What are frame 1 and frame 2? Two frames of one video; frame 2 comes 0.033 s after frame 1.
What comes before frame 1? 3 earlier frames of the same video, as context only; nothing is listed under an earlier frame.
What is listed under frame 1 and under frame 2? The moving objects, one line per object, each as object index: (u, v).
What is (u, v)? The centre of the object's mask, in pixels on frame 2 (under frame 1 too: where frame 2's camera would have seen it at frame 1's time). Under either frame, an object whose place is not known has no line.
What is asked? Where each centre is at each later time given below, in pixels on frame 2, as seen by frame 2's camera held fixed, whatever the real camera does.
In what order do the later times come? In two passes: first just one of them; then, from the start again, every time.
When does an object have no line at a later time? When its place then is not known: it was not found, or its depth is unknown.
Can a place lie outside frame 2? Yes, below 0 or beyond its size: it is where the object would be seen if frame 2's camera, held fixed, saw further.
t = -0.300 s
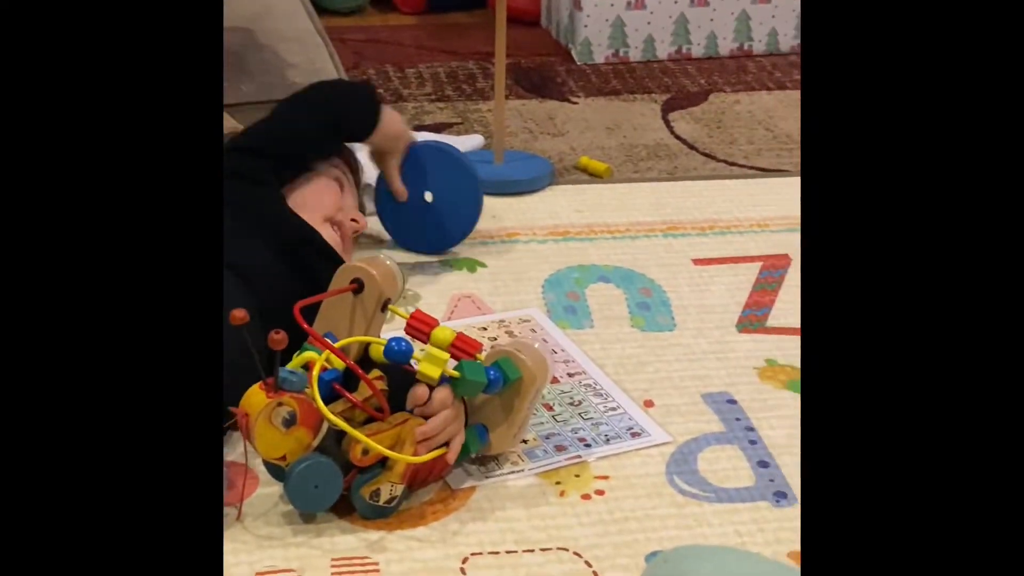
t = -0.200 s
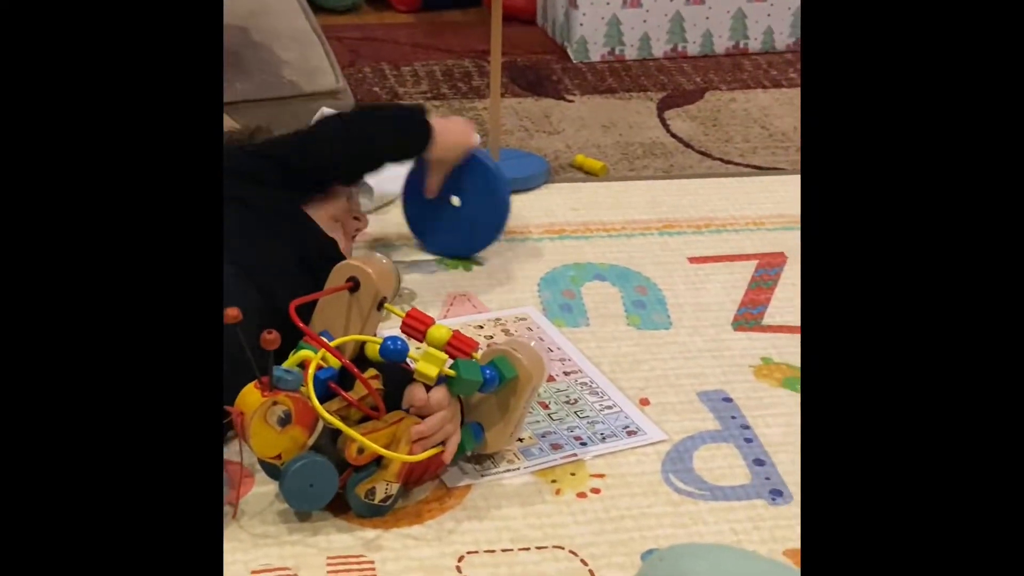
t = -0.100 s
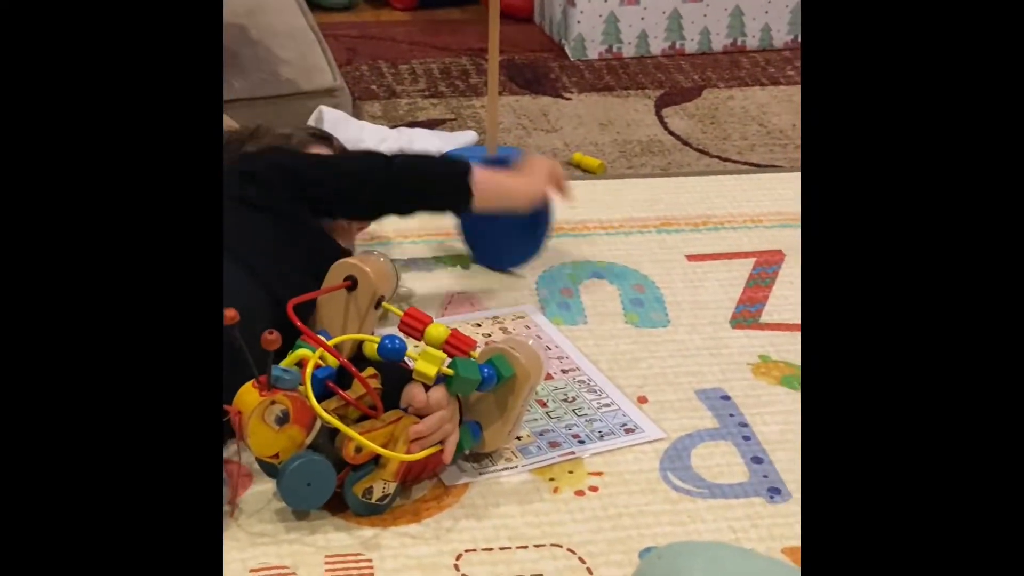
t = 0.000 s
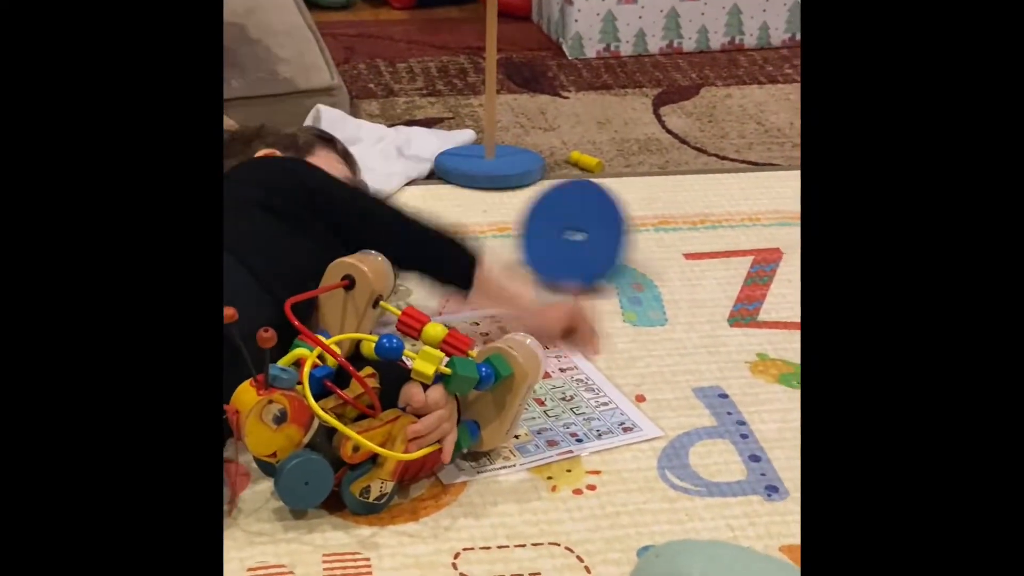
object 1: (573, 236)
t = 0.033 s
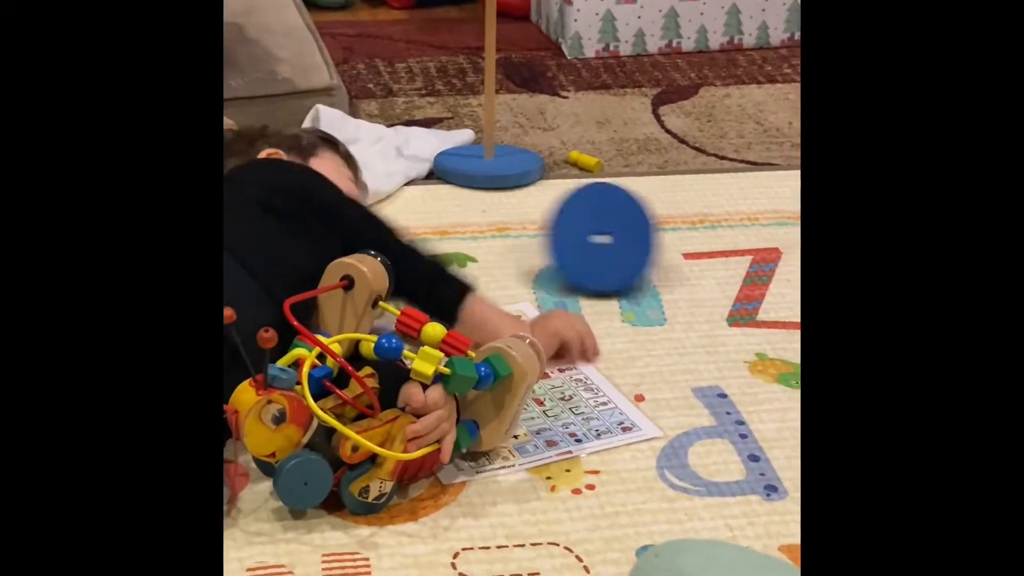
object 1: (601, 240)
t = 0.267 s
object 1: (767, 224)
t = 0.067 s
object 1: (630, 239)
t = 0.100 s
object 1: (656, 235)
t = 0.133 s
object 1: (680, 232)
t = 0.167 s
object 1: (704, 230)
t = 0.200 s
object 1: (727, 228)
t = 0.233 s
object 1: (750, 226)
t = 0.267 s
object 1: (767, 224)
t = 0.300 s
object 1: (780, 223)
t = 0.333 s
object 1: (792, 219)
